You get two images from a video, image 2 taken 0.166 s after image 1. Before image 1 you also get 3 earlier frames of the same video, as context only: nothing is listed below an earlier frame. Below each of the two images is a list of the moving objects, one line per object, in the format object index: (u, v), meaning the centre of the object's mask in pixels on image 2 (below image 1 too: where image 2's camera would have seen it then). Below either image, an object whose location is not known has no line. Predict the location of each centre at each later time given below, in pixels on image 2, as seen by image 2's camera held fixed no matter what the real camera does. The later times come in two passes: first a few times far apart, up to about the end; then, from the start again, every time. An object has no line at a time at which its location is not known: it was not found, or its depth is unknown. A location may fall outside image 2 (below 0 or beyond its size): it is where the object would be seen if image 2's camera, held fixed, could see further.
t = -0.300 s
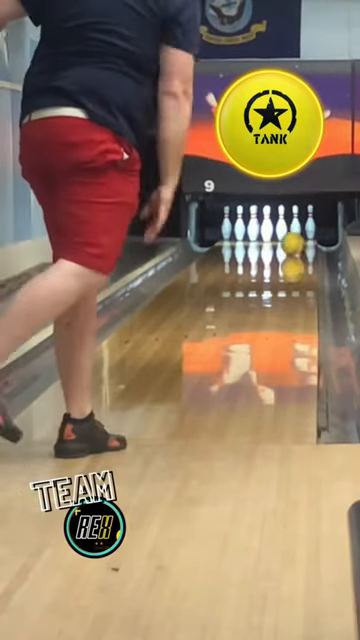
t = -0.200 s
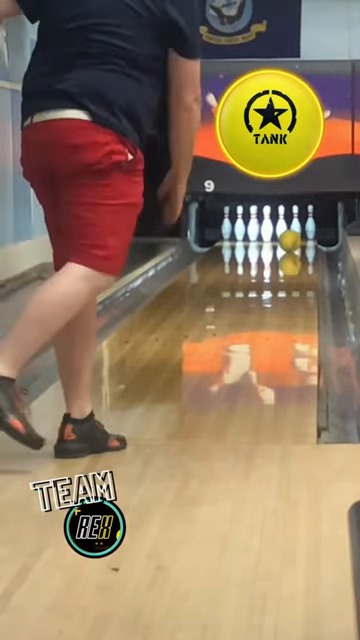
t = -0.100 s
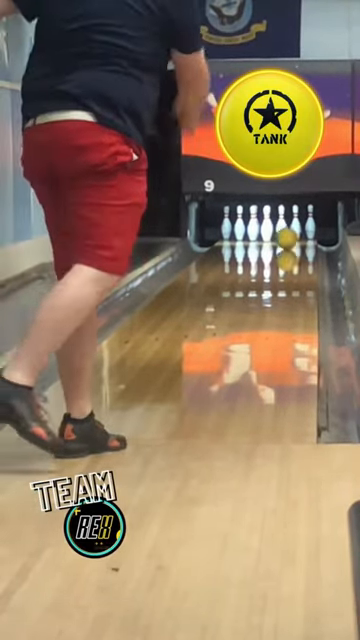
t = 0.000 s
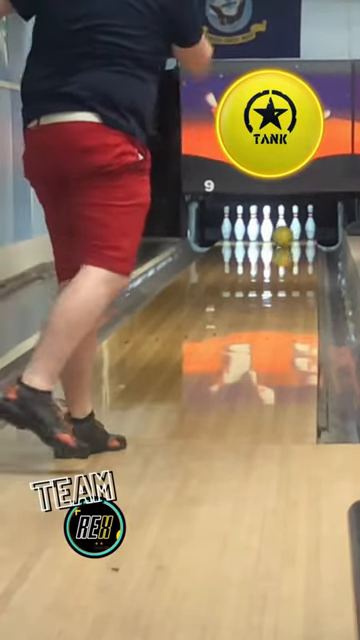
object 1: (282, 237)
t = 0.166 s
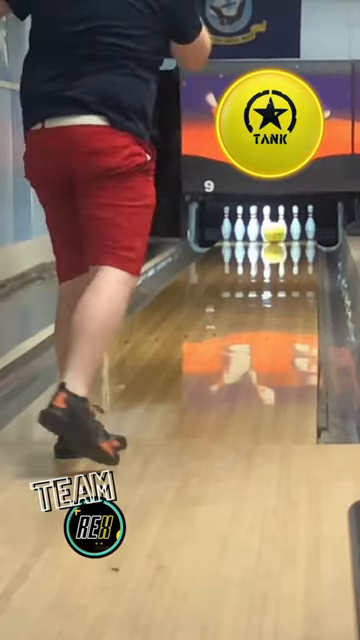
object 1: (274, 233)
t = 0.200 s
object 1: (273, 232)
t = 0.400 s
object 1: (269, 230)
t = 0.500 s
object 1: (270, 230)
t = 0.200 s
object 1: (273, 232)
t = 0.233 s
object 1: (272, 232)
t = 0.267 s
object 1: (271, 232)
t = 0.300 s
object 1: (271, 231)
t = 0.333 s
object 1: (270, 231)
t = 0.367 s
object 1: (270, 230)
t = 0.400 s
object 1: (269, 230)
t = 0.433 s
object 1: (269, 230)
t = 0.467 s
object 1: (269, 230)
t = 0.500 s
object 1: (270, 230)
